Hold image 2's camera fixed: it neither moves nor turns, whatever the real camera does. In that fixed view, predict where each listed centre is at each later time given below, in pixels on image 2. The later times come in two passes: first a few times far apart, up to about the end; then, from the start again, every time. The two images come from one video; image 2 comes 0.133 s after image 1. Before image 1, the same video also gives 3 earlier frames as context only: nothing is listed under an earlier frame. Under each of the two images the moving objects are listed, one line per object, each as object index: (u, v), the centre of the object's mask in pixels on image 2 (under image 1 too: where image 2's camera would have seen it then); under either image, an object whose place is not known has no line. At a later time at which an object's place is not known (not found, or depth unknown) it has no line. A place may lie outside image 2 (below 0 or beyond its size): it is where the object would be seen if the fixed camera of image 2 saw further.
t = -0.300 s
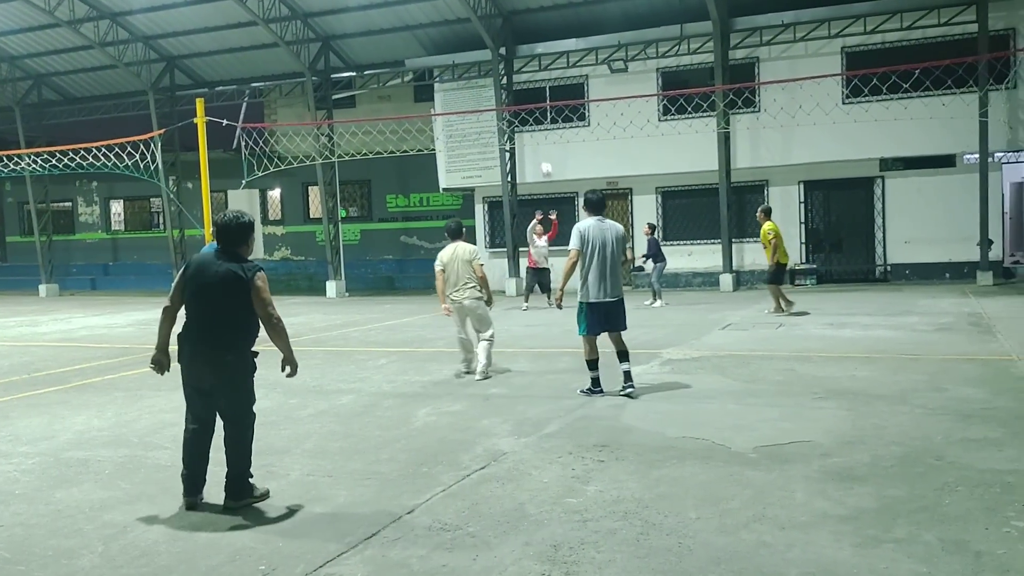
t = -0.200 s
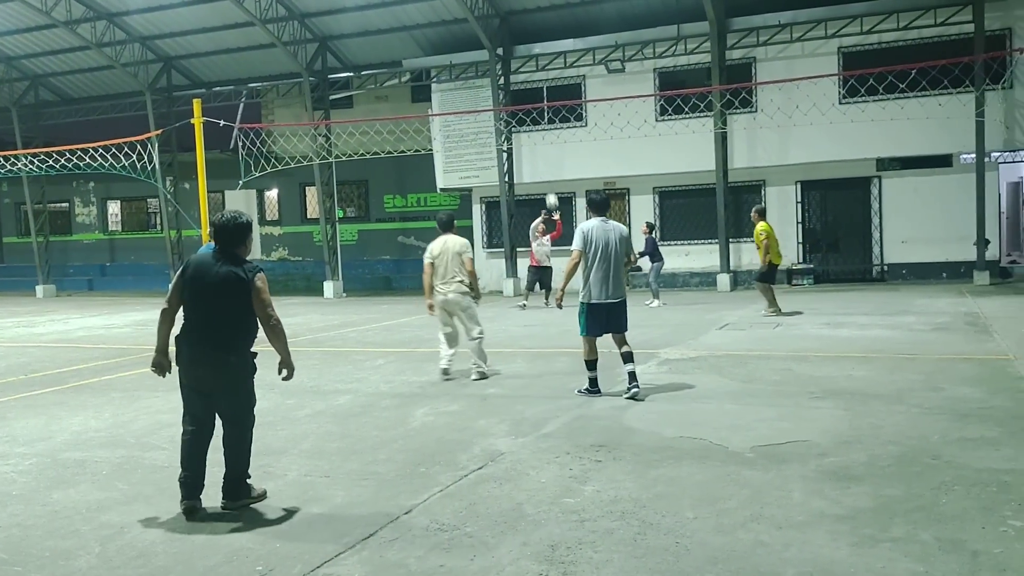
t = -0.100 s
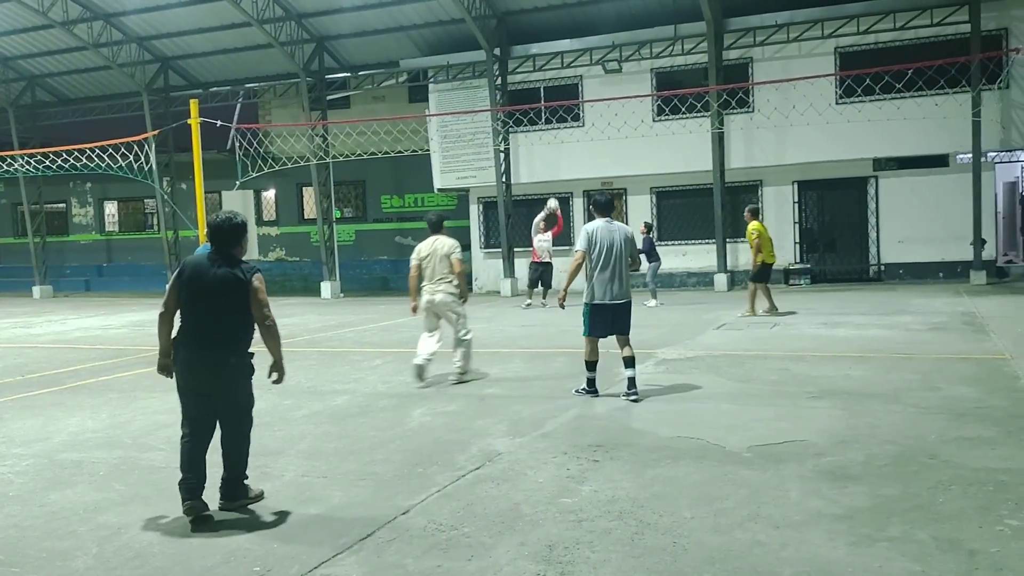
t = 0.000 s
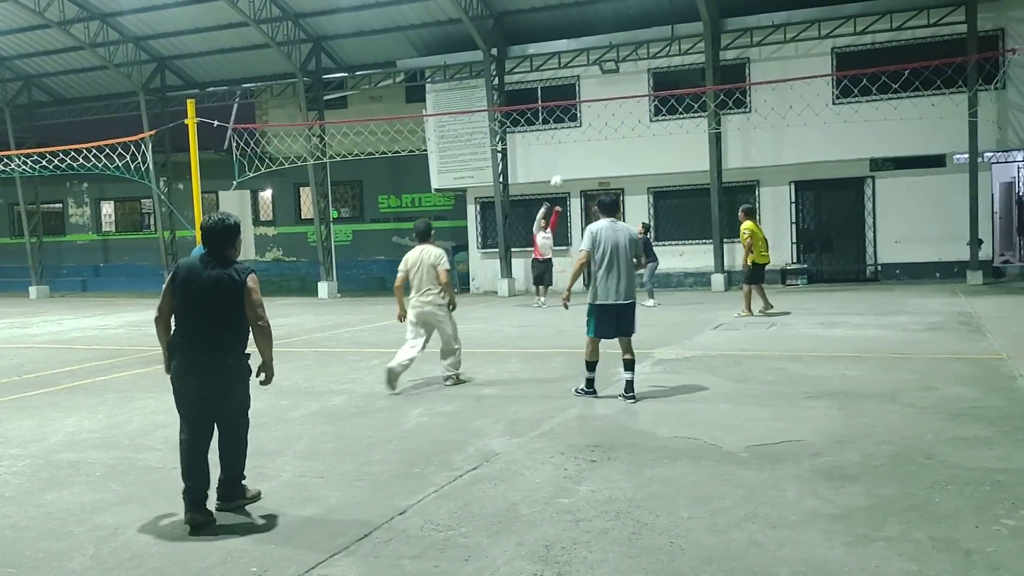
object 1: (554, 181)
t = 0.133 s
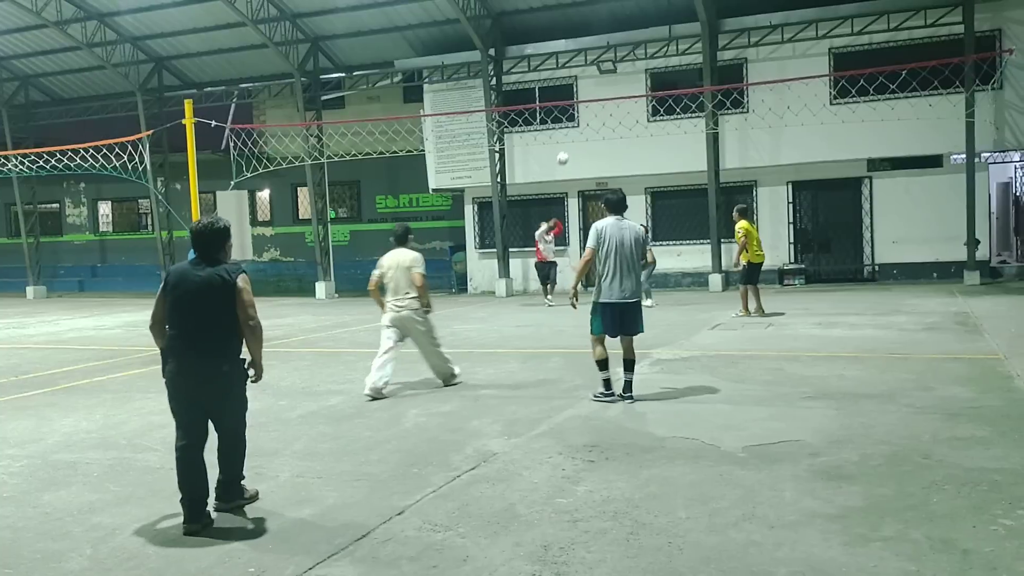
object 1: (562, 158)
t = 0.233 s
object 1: (569, 146)
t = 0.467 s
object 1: (587, 139)
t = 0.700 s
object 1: (605, 162)
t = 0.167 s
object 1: (564, 154)
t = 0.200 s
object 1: (567, 150)
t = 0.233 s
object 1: (569, 146)
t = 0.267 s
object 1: (571, 143)
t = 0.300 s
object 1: (574, 141)
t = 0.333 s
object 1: (577, 139)
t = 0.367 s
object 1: (579, 138)
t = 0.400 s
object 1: (581, 138)
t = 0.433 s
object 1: (584, 138)
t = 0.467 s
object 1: (587, 139)
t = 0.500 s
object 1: (589, 140)
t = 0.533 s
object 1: (592, 142)
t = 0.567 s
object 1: (594, 145)
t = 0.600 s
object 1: (597, 148)
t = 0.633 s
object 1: (600, 152)
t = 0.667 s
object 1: (602, 157)
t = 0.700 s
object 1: (605, 162)
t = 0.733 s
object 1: (608, 168)
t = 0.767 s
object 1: (610, 173)
